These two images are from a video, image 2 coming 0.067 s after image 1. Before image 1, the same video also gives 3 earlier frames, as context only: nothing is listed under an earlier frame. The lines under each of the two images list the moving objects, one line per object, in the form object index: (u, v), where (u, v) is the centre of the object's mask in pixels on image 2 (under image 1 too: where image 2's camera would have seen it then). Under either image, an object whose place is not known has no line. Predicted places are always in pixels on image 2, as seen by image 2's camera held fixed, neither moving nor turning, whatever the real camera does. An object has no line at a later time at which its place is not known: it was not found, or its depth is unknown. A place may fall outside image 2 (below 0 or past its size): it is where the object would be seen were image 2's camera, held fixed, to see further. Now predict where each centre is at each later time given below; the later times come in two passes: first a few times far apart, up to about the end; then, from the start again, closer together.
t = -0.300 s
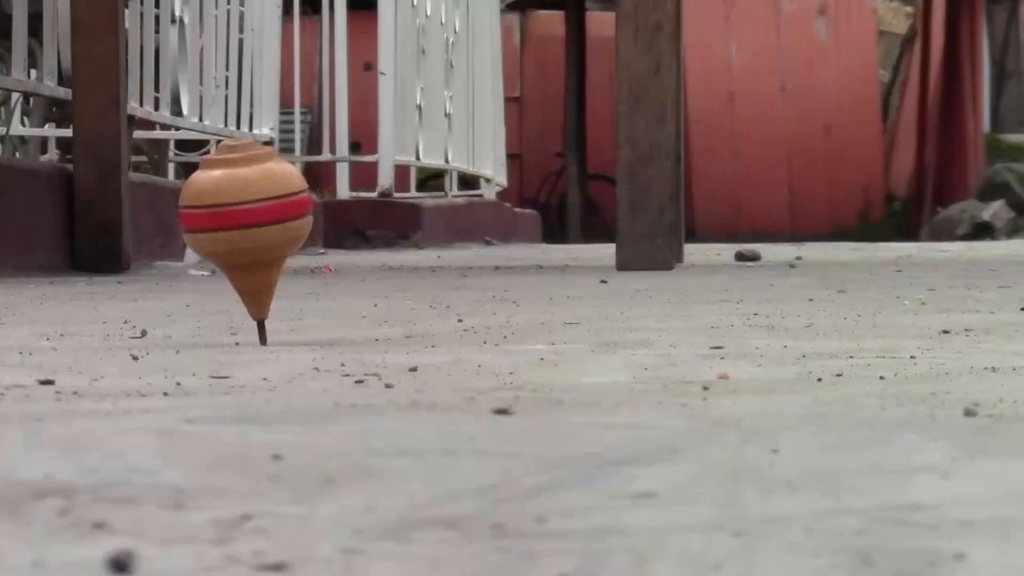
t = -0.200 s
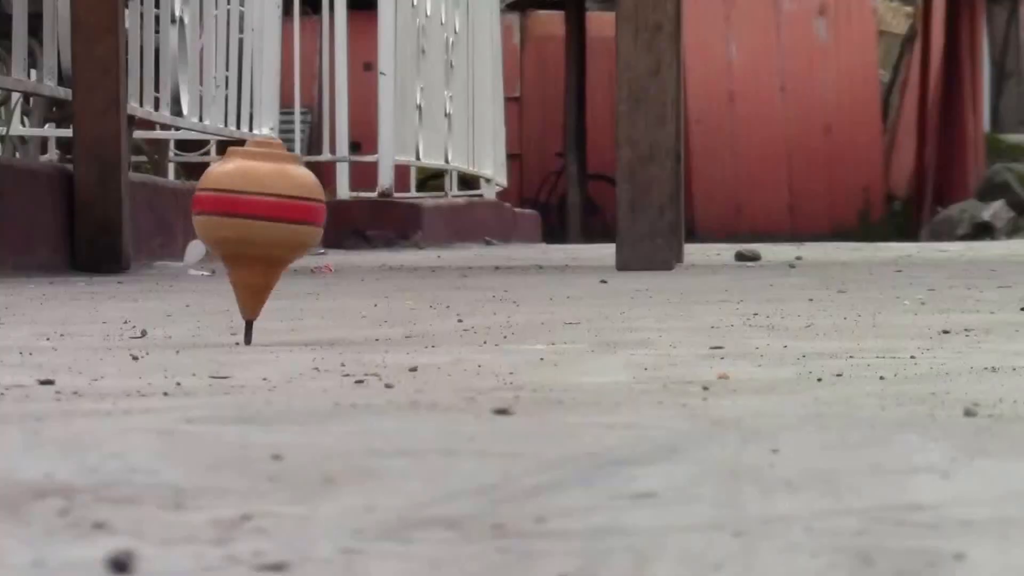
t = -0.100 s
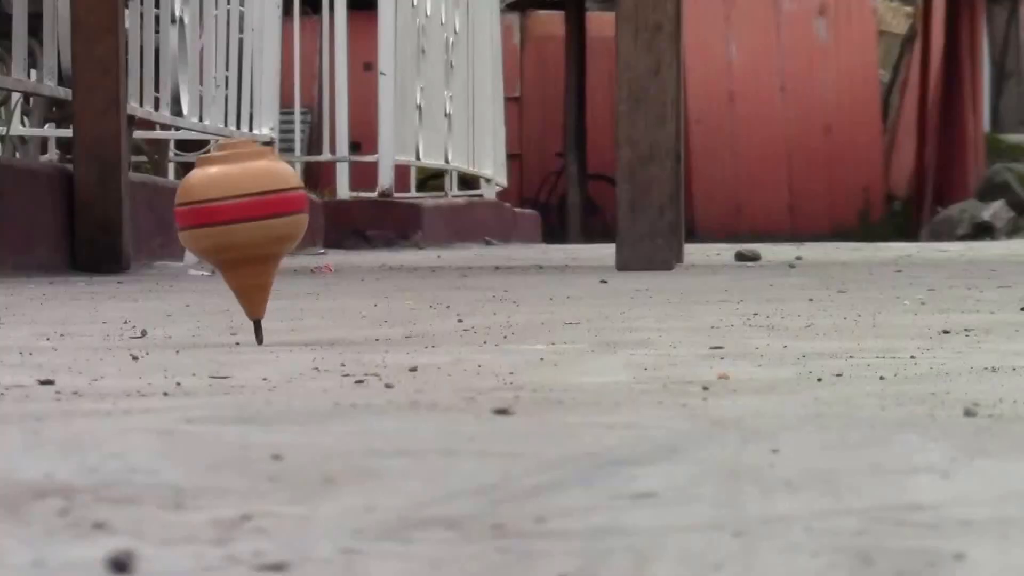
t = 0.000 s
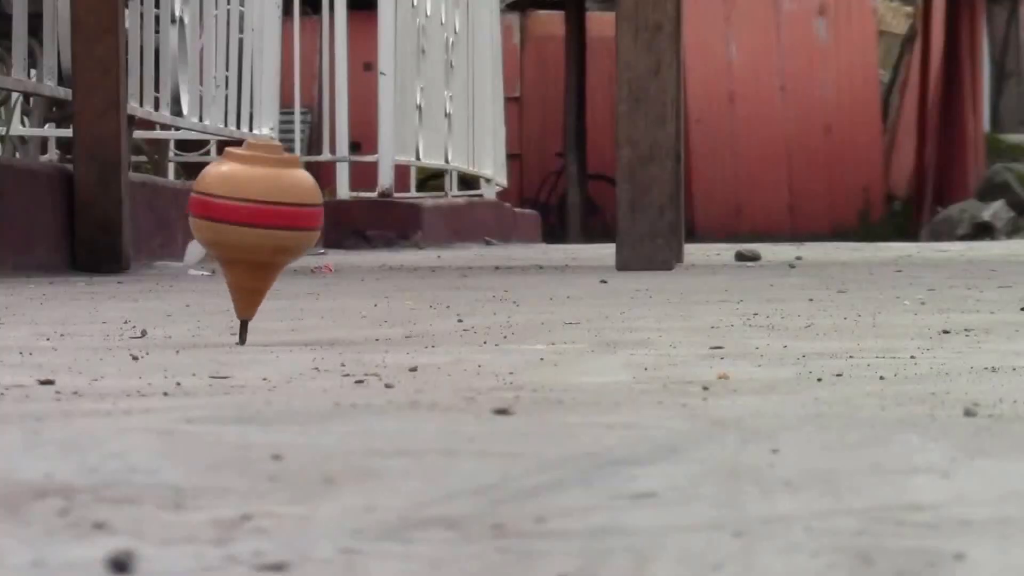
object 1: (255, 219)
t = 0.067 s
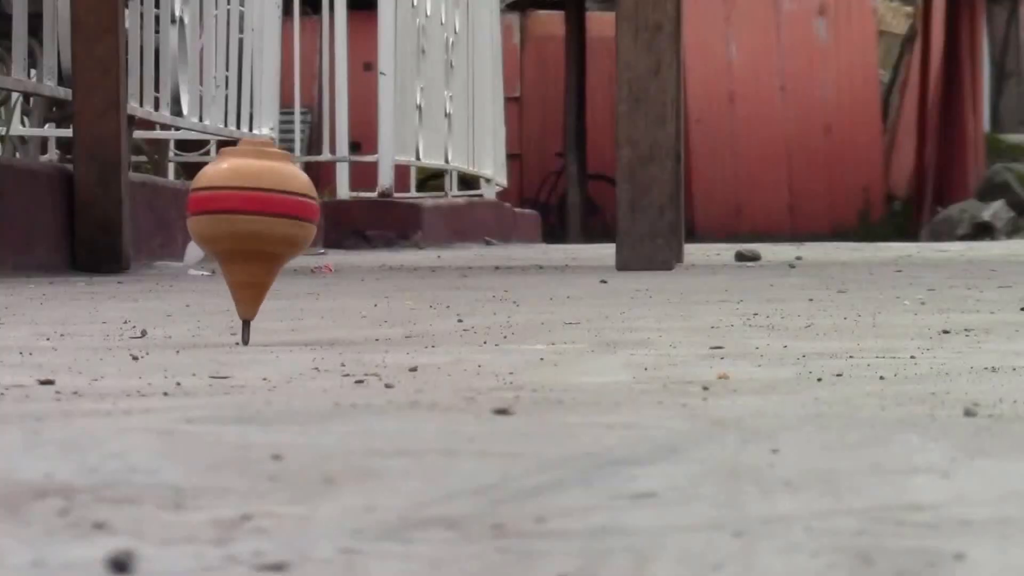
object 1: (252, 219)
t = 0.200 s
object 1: (243, 218)
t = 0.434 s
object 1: (242, 218)
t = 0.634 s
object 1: (241, 218)
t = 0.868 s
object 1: (243, 218)
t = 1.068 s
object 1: (254, 219)
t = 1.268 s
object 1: (261, 219)
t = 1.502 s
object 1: (252, 219)
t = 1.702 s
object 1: (248, 219)
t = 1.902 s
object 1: (261, 218)
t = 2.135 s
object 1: (267, 219)
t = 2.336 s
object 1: (249, 219)
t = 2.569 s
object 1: (248, 219)
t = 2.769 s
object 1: (265, 219)
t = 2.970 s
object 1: (256, 219)
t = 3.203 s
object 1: (245, 221)
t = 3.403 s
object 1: (265, 219)
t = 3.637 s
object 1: (272, 221)
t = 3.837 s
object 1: (248, 220)
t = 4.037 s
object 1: (268, 220)
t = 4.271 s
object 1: (274, 223)
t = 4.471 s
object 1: (248, 220)
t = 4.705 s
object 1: (270, 219)
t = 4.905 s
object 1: (264, 221)
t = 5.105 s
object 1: (256, 221)
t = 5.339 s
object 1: (277, 219)
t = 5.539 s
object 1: (251, 221)
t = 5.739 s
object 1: (265, 222)
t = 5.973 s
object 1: (263, 221)
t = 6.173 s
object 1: (255, 222)
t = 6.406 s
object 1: (275, 224)
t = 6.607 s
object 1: (242, 224)
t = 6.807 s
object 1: (273, 224)
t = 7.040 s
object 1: (238, 225)
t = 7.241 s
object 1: (284, 227)
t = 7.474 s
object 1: (231, 235)
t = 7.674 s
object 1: (285, 243)
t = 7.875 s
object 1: (262, 250)
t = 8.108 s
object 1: (246, 253)
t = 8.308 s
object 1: (317, 267)
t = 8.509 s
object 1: (211, 278)
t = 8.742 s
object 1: (281, 270)
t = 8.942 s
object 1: (314, 277)
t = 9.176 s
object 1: (324, 261)
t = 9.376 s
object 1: (395, 274)
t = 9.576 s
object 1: (477, 264)
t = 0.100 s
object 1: (245, 218)
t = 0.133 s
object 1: (240, 219)
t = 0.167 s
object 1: (239, 218)
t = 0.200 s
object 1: (243, 218)
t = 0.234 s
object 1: (249, 219)
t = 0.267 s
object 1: (252, 219)
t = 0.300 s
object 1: (249, 219)
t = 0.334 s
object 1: (243, 219)
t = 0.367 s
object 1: (241, 218)
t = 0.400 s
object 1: (240, 219)
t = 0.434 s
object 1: (242, 218)
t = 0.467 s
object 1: (248, 218)
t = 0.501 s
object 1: (253, 219)
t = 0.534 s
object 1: (254, 218)
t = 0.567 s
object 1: (251, 218)
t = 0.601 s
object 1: (245, 218)
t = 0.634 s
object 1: (241, 218)
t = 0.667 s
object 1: (241, 218)
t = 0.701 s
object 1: (247, 218)
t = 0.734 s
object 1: (252, 218)
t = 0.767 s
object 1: (254, 218)
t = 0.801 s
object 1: (251, 218)
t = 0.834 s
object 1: (246, 219)
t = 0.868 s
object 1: (243, 218)
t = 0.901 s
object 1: (245, 219)
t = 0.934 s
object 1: (250, 219)
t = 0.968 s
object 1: (256, 218)
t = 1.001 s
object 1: (259, 218)
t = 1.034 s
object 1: (258, 218)
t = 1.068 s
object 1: (254, 219)
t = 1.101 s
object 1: (247, 219)
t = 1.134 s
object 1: (244, 219)
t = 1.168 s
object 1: (245, 219)
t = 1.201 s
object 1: (249, 219)
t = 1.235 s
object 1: (256, 219)
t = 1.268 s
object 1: (261, 219)
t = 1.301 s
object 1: (261, 219)
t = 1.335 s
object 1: (256, 219)
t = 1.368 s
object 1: (250, 219)
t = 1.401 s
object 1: (244, 219)
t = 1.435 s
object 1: (242, 219)
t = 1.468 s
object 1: (245, 219)
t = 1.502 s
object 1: (252, 219)
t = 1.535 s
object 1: (260, 219)
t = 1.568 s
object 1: (266, 220)
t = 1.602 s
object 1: (268, 219)
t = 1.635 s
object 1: (263, 219)
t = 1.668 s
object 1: (255, 219)
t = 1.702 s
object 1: (248, 219)
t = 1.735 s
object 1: (247, 219)
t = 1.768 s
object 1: (250, 219)
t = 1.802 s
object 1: (258, 219)
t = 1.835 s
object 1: (264, 219)
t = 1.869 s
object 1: (265, 219)
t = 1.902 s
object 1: (261, 218)
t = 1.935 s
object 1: (253, 219)
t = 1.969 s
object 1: (246, 219)
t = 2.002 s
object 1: (244, 219)
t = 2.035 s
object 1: (246, 220)
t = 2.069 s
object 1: (253, 219)
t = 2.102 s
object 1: (262, 219)
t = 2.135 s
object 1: (267, 219)
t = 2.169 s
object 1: (270, 219)
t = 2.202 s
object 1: (267, 219)
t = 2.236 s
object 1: (260, 219)
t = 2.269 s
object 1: (252, 219)
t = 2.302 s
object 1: (248, 219)
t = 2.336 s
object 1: (249, 219)
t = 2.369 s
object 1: (254, 219)
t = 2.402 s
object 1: (261, 218)
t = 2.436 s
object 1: (268, 218)
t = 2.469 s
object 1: (269, 219)
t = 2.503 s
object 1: (263, 218)
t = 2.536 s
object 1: (255, 219)
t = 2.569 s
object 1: (248, 219)
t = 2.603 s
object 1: (245, 219)
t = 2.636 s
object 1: (247, 219)
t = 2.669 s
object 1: (254, 220)
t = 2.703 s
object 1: (262, 219)
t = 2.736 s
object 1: (266, 220)
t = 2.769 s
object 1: (265, 219)
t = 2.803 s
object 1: (259, 219)
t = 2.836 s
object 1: (251, 219)
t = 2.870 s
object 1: (245, 219)
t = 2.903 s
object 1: (243, 219)
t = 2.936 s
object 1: (247, 219)
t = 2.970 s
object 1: (256, 219)
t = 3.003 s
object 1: (264, 219)
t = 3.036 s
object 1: (269, 220)
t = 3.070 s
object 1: (269, 220)
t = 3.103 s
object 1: (264, 220)
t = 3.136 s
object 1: (255, 220)
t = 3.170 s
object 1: (248, 220)
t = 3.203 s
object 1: (245, 221)
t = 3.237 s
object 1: (248, 220)
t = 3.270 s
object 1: (256, 220)
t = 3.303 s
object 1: (264, 219)
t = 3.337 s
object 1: (270, 219)
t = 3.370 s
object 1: (271, 219)
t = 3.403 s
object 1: (265, 219)
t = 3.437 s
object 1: (256, 219)
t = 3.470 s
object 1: (247, 220)
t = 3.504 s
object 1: (244, 220)
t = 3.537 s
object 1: (248, 220)
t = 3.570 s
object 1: (255, 220)
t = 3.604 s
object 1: (264, 220)
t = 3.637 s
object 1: (272, 221)
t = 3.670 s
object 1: (274, 221)
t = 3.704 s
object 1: (271, 221)
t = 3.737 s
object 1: (262, 221)
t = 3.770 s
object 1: (253, 221)
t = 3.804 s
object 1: (248, 220)
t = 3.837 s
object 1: (248, 220)
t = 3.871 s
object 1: (255, 219)
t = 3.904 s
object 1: (266, 219)
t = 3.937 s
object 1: (276, 219)
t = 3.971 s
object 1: (279, 219)
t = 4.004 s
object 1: (276, 219)
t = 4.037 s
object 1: (268, 220)
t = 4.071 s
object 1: (258, 221)
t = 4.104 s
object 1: (249, 221)
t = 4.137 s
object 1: (245, 222)
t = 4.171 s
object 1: (247, 222)
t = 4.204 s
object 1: (254, 222)
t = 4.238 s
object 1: (265, 222)
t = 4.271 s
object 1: (274, 223)
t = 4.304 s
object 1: (279, 223)
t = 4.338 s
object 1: (279, 223)
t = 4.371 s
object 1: (273, 222)
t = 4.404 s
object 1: (264, 221)
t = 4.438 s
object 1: (255, 221)
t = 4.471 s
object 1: (248, 220)
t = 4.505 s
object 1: (248, 220)
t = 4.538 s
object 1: (252, 219)
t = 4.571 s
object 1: (261, 218)
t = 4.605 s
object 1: (269, 218)
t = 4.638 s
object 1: (274, 219)
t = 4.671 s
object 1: (274, 219)
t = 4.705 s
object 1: (270, 219)
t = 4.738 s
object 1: (260, 220)
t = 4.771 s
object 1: (251, 221)
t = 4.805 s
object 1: (246, 222)
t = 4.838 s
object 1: (247, 221)
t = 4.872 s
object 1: (254, 221)
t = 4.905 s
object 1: (264, 221)
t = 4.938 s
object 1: (272, 221)
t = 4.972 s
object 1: (278, 222)
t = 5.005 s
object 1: (279, 222)
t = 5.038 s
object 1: (274, 222)
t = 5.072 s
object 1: (266, 222)
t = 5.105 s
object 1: (256, 221)
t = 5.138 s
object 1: (250, 221)
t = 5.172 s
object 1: (248, 220)
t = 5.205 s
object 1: (252, 219)
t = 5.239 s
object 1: (260, 219)
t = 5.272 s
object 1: (270, 219)
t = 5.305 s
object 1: (276, 219)
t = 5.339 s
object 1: (277, 219)
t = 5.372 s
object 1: (272, 219)
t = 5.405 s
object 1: (263, 219)
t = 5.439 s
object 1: (255, 219)
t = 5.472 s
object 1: (247, 220)
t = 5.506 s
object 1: (246, 221)
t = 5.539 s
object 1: (251, 221)
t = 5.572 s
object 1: (260, 221)
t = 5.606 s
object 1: (269, 222)
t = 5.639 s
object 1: (275, 222)
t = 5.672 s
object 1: (276, 223)
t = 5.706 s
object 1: (273, 222)
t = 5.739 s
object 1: (265, 222)
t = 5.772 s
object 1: (255, 222)
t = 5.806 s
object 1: (246, 222)
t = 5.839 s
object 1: (240, 222)
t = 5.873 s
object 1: (239, 222)
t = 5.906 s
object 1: (244, 221)
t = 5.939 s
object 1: (253, 221)
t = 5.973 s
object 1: (263, 221)
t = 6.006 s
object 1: (272, 221)
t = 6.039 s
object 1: (278, 222)
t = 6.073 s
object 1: (278, 222)
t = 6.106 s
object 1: (274, 222)
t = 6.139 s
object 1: (266, 223)
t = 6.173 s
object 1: (255, 222)
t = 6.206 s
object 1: (245, 223)
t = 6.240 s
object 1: (239, 224)
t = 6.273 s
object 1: (239, 224)
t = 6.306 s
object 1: (244, 223)
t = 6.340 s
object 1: (254, 223)
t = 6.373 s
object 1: (265, 223)
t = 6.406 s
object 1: (275, 224)
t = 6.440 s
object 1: (280, 225)
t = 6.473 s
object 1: (280, 225)
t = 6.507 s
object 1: (273, 225)
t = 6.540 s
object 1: (263, 224)
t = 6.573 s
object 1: (251, 224)
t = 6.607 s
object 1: (242, 224)
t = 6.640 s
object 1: (237, 225)
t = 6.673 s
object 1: (236, 224)
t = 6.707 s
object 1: (241, 224)
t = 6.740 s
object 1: (251, 223)
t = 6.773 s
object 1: (262, 223)
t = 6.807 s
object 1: (273, 224)
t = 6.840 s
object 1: (279, 225)
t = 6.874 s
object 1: (281, 225)
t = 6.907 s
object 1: (276, 224)
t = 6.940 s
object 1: (267, 224)
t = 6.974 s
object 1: (256, 224)
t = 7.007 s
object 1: (245, 224)
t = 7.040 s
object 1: (238, 225)
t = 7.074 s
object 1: (236, 225)
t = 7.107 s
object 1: (239, 225)
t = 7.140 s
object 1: (248, 224)
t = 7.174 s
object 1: (261, 224)
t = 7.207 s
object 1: (273, 225)
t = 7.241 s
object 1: (284, 227)
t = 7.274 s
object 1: (289, 228)
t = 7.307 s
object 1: (289, 228)
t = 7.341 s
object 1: (283, 229)
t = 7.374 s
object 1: (271, 230)
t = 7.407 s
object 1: (257, 231)
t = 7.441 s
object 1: (243, 233)
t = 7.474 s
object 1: (231, 235)
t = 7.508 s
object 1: (226, 237)
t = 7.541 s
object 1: (226, 237)
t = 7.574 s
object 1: (234, 238)
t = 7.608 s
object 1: (249, 238)
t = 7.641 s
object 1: (268, 240)
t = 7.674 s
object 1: (285, 243)
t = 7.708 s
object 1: (298, 245)
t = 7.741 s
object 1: (303, 248)
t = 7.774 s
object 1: (303, 249)
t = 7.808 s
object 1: (296, 249)
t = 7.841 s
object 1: (281, 249)
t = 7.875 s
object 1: (262, 250)
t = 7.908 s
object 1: (242, 252)
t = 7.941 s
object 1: (228, 254)
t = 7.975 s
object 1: (219, 255)
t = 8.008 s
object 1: (216, 255)
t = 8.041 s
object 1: (219, 254)
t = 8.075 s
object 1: (229, 253)
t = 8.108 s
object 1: (246, 253)
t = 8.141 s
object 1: (267, 255)
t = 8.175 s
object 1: (287, 257)
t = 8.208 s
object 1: (303, 260)
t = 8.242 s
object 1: (313, 263)
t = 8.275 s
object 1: (318, 266)
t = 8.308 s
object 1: (317, 267)
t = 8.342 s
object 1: (308, 268)
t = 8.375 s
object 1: (290, 268)
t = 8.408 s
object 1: (267, 270)
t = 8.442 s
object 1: (243, 272)
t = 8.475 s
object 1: (224, 275)
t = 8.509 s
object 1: (211, 278)
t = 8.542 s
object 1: (205, 279)
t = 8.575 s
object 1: (205, 279)
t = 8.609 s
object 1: (211, 278)
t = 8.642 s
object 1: (225, 277)
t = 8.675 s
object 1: (246, 278)
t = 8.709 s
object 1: (267, 273)
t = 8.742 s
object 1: (281, 270)
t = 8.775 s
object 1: (292, 271)
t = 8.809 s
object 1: (300, 275)
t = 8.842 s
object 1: (308, 281)
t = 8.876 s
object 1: (312, 274)
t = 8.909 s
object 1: (314, 276)
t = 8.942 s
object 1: (314, 277)
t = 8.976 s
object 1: (313, 275)
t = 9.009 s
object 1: (311, 274)
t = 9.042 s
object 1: (309, 274)
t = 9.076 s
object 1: (308, 269)
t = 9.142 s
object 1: (314, 266)
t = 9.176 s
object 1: (324, 261)
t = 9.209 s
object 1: (333, 271)
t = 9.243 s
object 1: (342, 273)
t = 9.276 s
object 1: (354, 273)
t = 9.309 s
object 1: (370, 272)
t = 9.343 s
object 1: (384, 273)
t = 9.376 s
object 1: (395, 274)
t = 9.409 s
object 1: (410, 264)
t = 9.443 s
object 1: (427, 272)
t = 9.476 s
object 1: (440, 256)
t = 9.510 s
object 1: (454, 252)
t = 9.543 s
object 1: (468, 267)
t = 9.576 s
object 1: (477, 264)
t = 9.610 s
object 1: (485, 268)
